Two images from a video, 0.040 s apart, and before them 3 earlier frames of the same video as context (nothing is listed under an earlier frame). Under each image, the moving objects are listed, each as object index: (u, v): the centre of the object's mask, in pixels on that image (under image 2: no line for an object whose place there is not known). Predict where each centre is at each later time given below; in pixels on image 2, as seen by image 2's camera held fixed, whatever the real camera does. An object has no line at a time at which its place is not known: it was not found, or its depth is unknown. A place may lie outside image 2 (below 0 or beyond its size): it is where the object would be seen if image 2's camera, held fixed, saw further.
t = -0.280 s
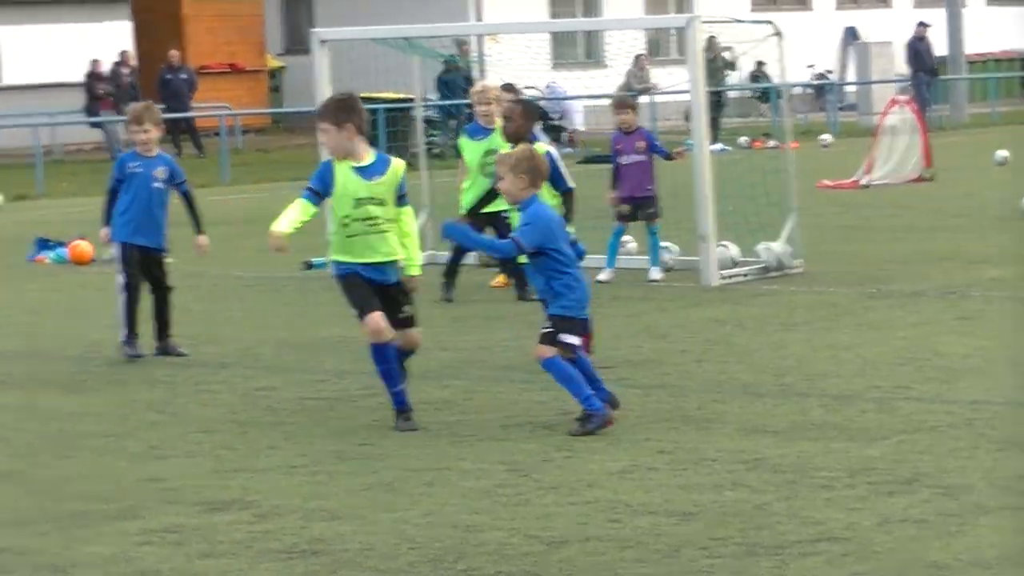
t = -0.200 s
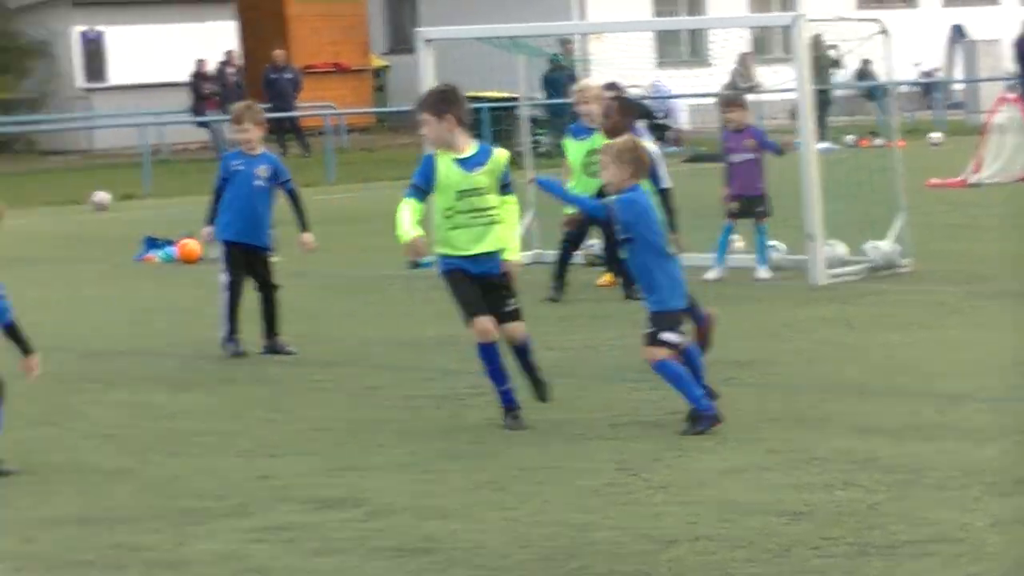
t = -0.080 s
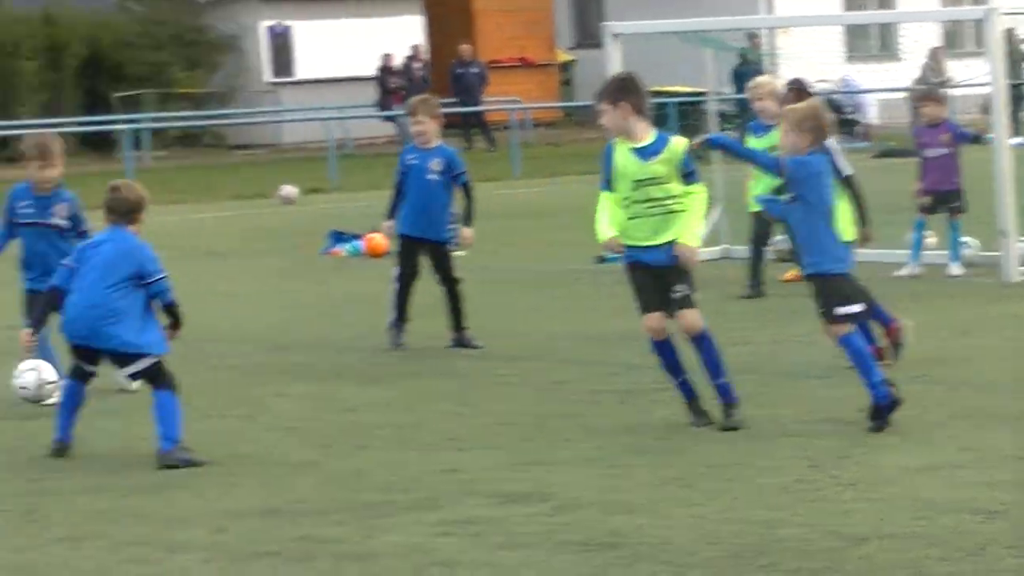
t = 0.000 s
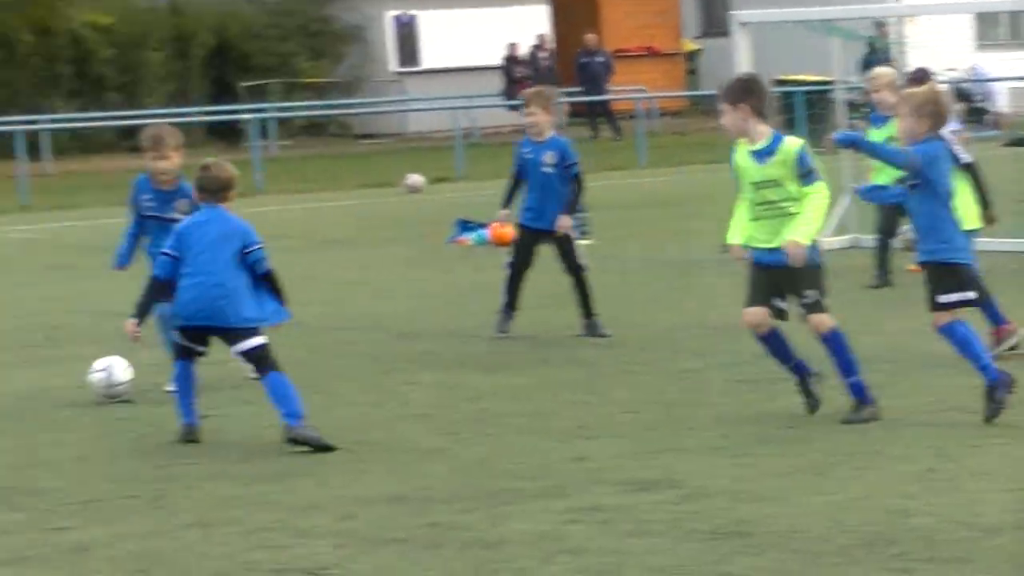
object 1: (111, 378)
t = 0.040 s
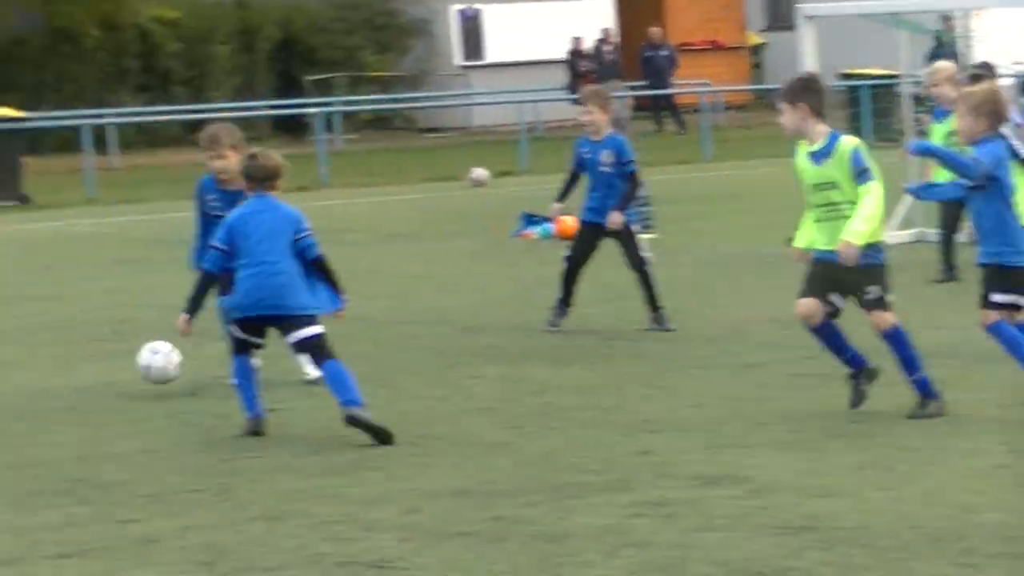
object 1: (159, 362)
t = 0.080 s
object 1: (140, 359)
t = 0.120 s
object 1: (123, 357)
